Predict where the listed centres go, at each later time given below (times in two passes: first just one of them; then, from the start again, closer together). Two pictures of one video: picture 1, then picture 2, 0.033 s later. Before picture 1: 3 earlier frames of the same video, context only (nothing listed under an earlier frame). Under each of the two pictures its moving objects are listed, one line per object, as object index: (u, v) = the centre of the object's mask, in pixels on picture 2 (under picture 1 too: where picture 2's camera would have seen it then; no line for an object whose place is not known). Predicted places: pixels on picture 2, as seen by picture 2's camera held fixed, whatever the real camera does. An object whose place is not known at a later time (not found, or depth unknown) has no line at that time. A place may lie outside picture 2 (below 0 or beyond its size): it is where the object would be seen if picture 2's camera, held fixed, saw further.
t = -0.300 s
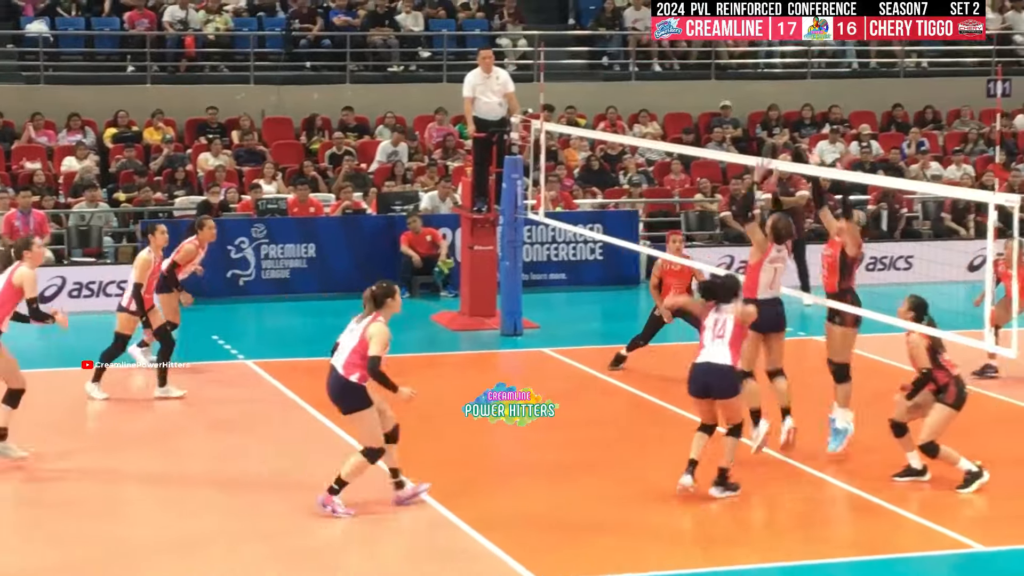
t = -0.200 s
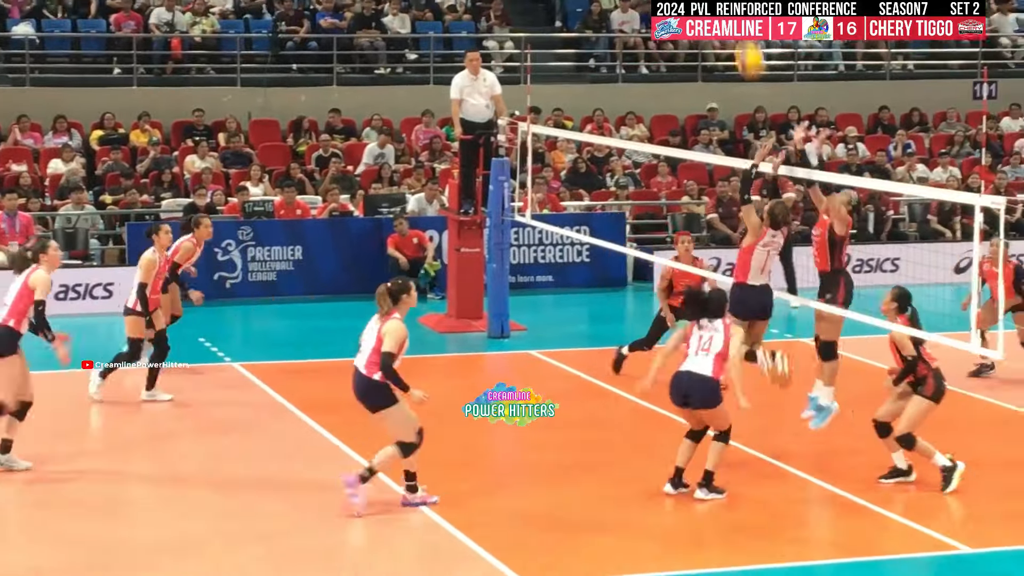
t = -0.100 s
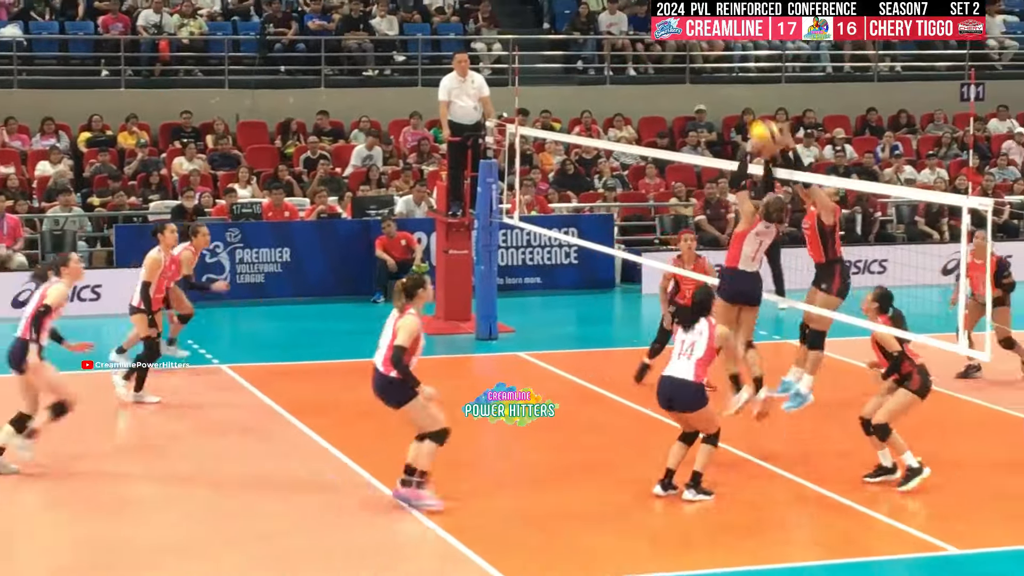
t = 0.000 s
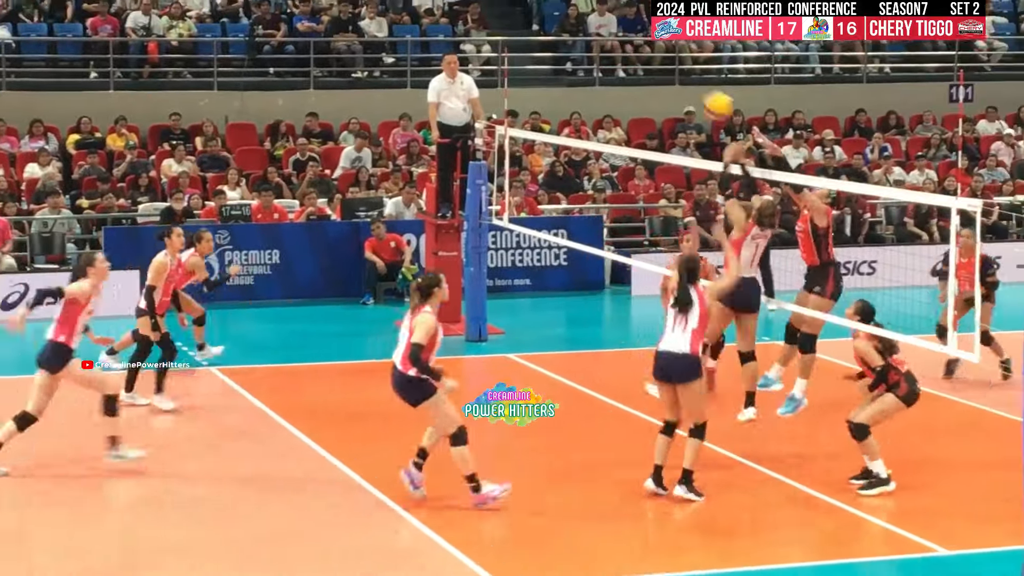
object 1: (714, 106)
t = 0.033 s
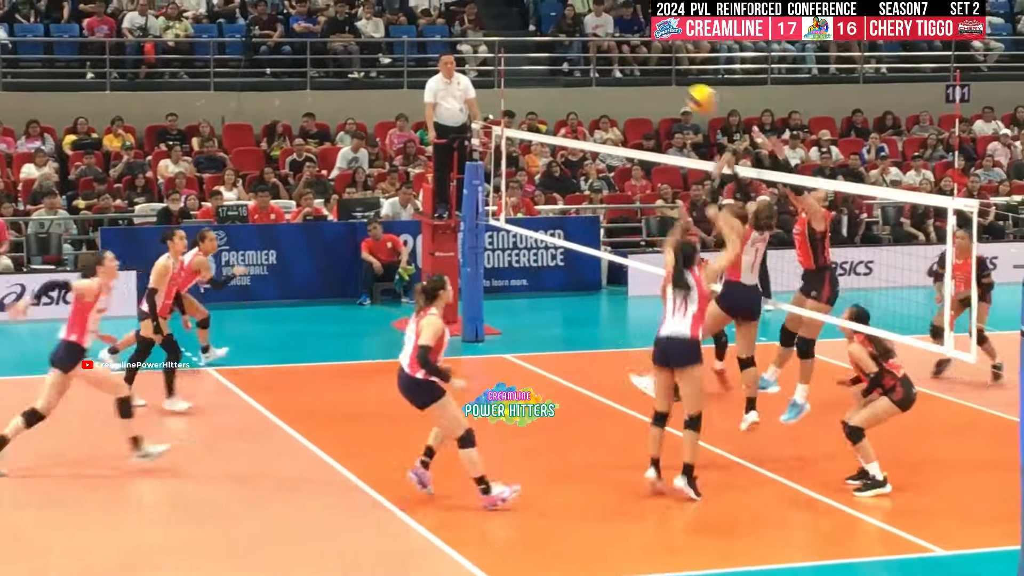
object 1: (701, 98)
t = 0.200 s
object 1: (640, 86)
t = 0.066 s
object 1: (689, 93)
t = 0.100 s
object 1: (677, 90)
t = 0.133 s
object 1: (664, 87)
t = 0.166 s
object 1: (653, 86)
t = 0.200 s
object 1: (640, 86)
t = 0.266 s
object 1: (614, 92)
